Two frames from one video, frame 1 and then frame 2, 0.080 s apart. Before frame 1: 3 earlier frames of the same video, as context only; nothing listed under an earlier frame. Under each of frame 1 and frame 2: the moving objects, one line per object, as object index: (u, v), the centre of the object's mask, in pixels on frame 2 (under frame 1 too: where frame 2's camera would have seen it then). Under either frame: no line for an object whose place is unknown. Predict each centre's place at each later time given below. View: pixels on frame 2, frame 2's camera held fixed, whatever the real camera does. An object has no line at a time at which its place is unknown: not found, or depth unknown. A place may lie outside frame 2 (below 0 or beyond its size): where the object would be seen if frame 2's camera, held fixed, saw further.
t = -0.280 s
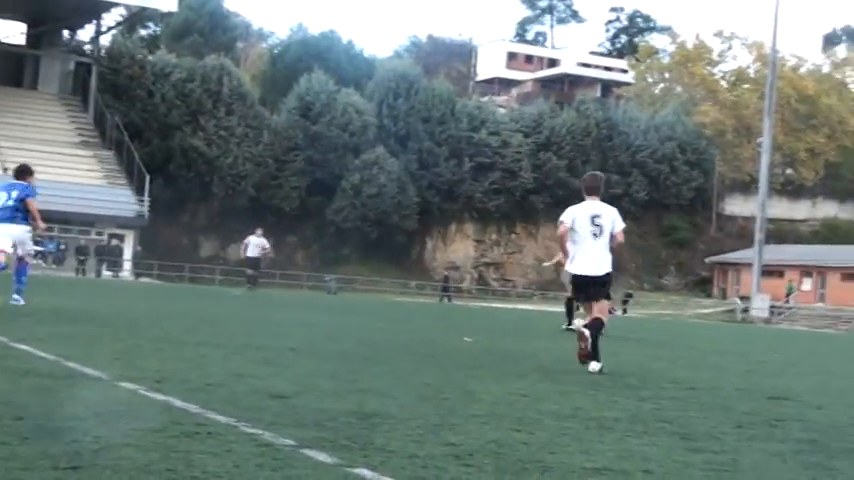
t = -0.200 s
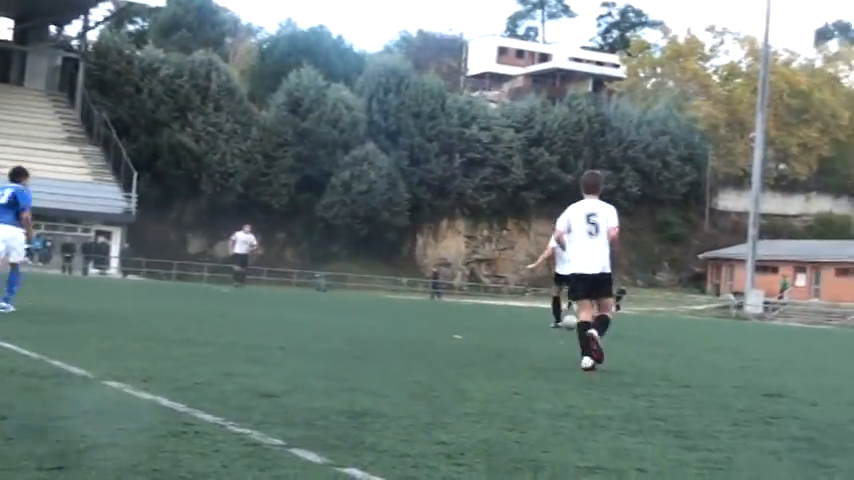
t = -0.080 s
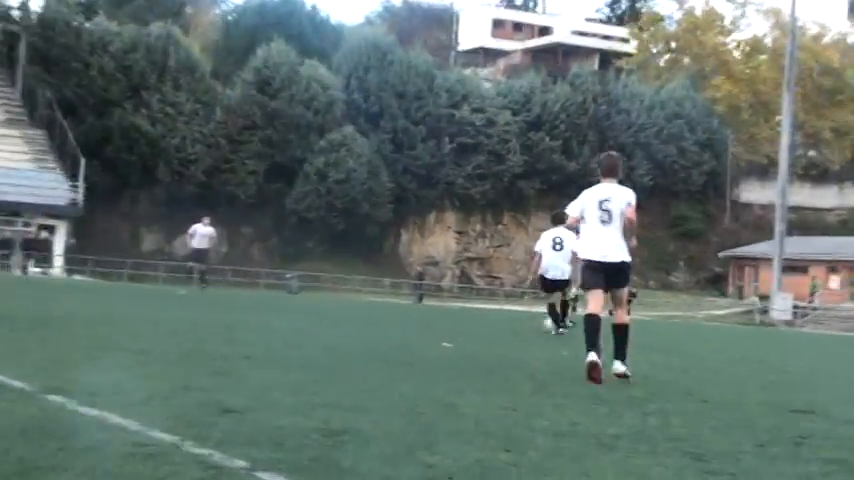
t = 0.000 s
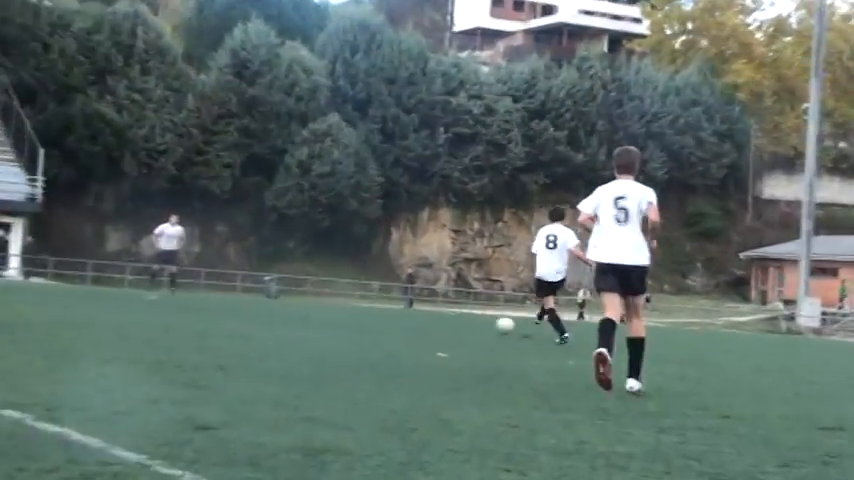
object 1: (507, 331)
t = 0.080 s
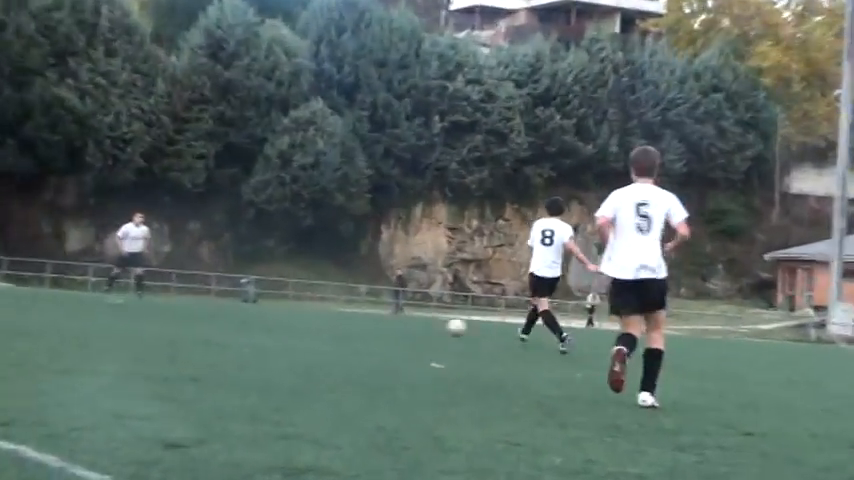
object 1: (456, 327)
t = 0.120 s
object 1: (433, 323)
